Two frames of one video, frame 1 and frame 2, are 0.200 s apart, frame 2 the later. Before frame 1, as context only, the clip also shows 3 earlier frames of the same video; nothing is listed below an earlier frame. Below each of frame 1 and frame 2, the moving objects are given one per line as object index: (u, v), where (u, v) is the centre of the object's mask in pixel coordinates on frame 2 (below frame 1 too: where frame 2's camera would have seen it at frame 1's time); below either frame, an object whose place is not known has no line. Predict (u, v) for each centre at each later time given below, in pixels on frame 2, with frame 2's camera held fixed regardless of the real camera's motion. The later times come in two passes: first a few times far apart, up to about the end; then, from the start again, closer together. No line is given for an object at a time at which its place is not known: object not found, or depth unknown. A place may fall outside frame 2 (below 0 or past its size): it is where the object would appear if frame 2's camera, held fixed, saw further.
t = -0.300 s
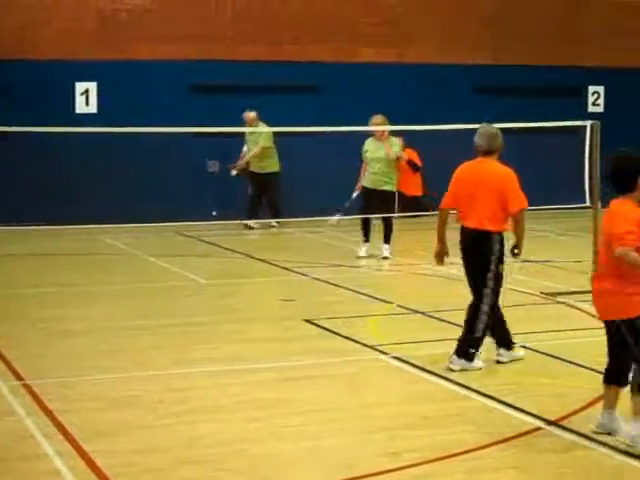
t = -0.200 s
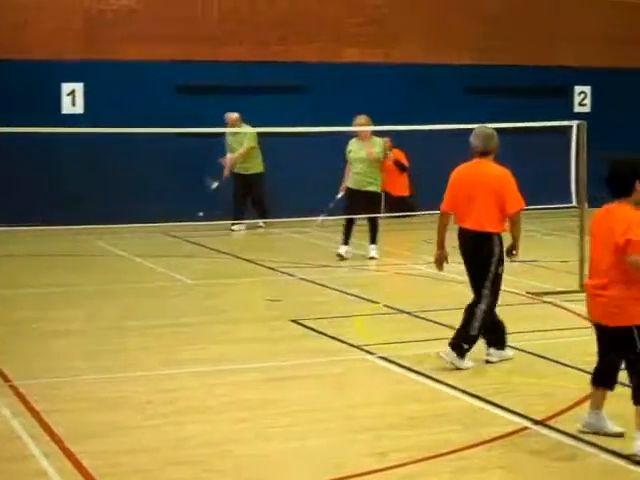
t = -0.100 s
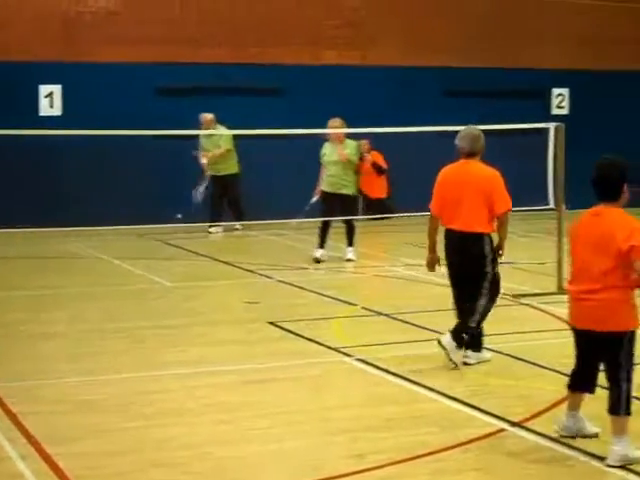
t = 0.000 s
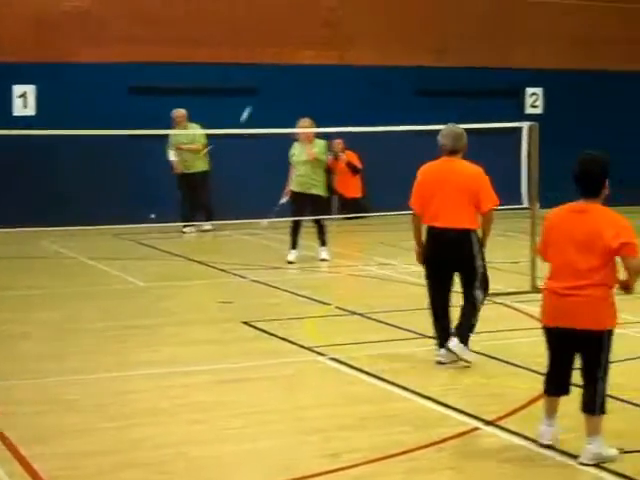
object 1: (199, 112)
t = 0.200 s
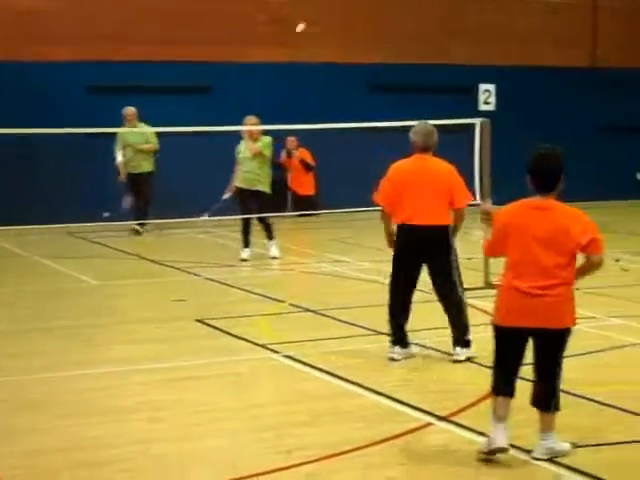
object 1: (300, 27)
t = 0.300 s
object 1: (341, 7)
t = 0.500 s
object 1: (418, -6)
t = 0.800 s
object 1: (519, 59)
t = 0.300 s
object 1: (341, 7)
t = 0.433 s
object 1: (394, -6)
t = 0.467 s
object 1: (406, -7)
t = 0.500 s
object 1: (418, -6)
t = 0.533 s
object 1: (430, -4)
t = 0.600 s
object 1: (454, 5)
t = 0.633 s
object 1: (466, 11)
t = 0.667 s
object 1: (477, 18)
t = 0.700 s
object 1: (487, 26)
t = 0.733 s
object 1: (499, 36)
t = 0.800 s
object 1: (519, 59)
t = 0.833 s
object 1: (530, 73)
